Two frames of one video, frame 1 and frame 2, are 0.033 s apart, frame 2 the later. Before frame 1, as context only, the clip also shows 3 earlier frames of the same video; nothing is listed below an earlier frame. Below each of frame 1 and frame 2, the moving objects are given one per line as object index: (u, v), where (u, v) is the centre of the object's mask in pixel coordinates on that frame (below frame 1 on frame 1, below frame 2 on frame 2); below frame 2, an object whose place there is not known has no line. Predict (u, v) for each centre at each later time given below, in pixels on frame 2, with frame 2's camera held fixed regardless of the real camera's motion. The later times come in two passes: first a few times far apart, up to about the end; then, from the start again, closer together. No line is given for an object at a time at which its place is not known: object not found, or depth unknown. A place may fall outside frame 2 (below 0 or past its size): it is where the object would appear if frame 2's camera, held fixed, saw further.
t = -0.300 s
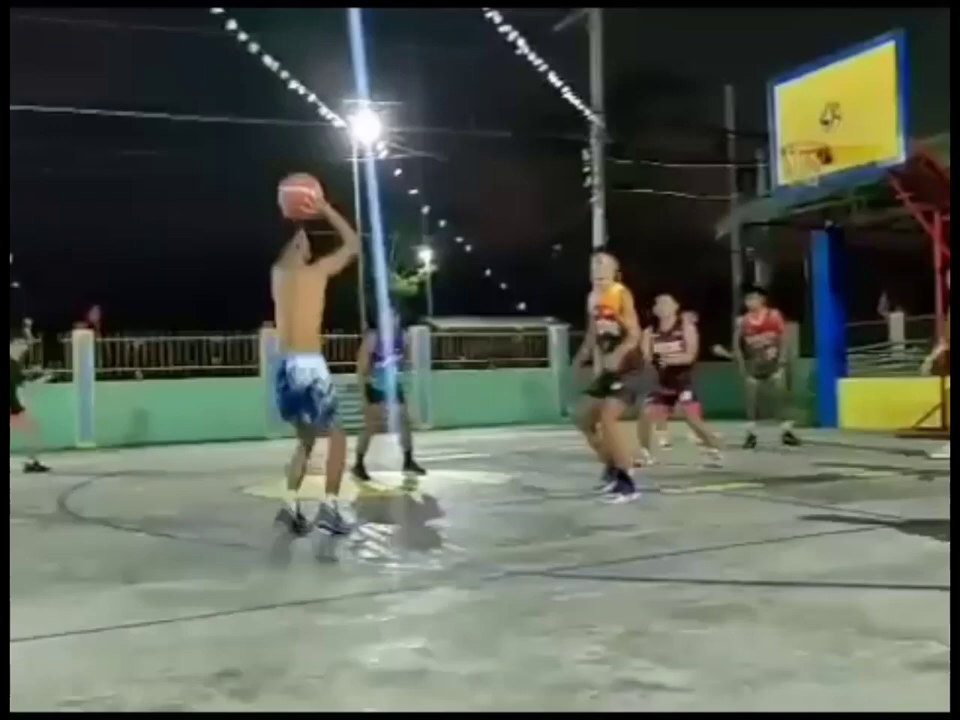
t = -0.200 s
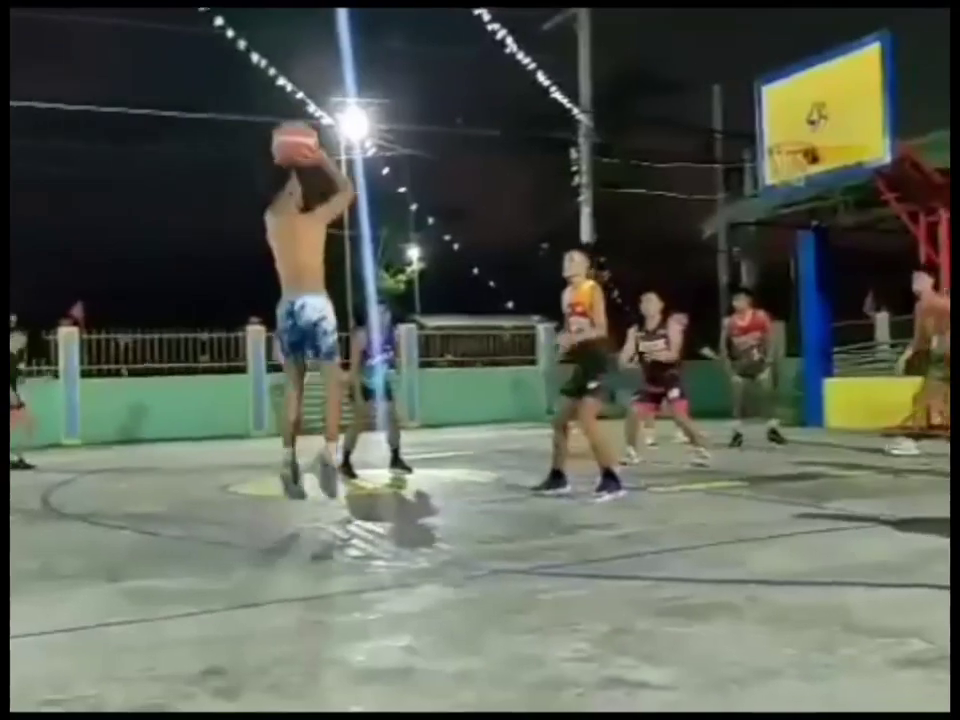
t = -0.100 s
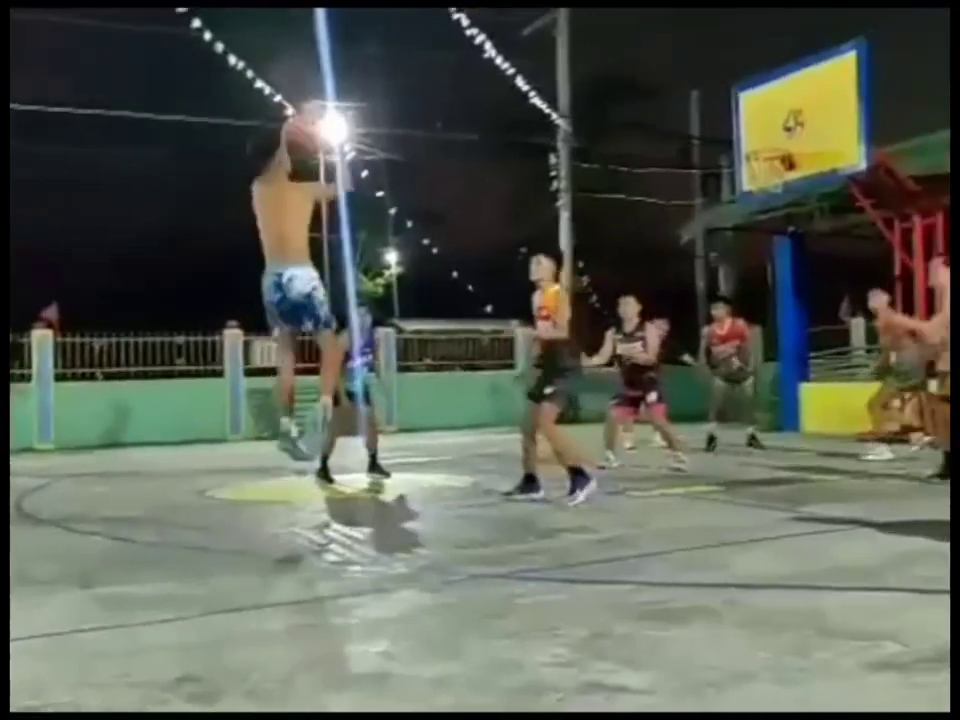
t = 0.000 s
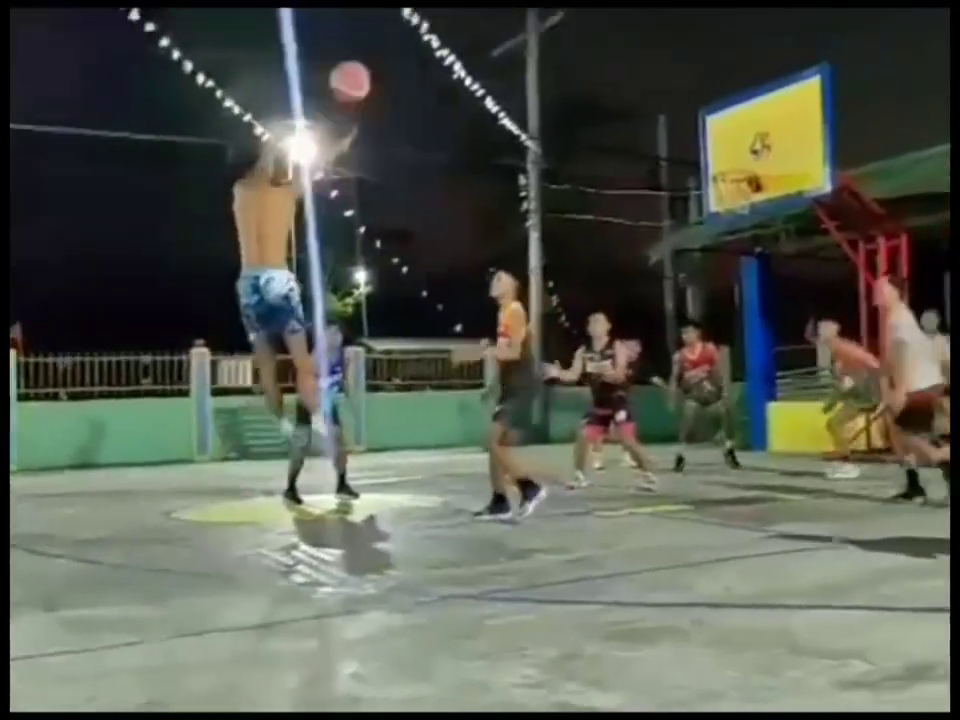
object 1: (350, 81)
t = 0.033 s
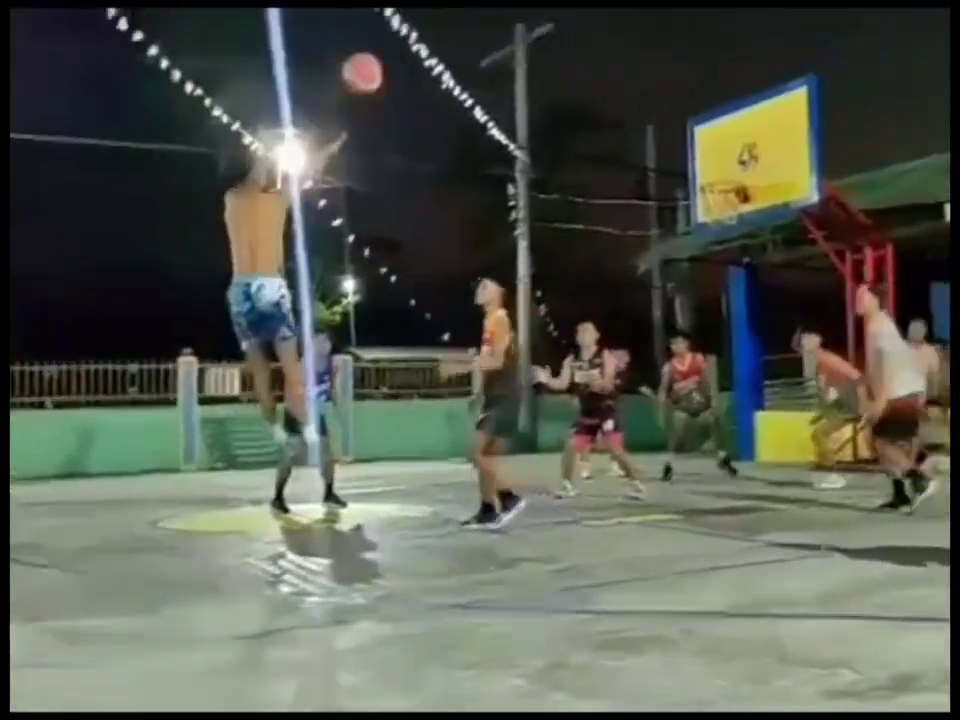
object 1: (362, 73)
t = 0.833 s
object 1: (723, 135)
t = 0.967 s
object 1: (756, 196)
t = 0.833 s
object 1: (723, 135)
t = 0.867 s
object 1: (733, 149)
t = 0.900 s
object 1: (743, 161)
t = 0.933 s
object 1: (749, 181)
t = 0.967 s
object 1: (756, 196)
